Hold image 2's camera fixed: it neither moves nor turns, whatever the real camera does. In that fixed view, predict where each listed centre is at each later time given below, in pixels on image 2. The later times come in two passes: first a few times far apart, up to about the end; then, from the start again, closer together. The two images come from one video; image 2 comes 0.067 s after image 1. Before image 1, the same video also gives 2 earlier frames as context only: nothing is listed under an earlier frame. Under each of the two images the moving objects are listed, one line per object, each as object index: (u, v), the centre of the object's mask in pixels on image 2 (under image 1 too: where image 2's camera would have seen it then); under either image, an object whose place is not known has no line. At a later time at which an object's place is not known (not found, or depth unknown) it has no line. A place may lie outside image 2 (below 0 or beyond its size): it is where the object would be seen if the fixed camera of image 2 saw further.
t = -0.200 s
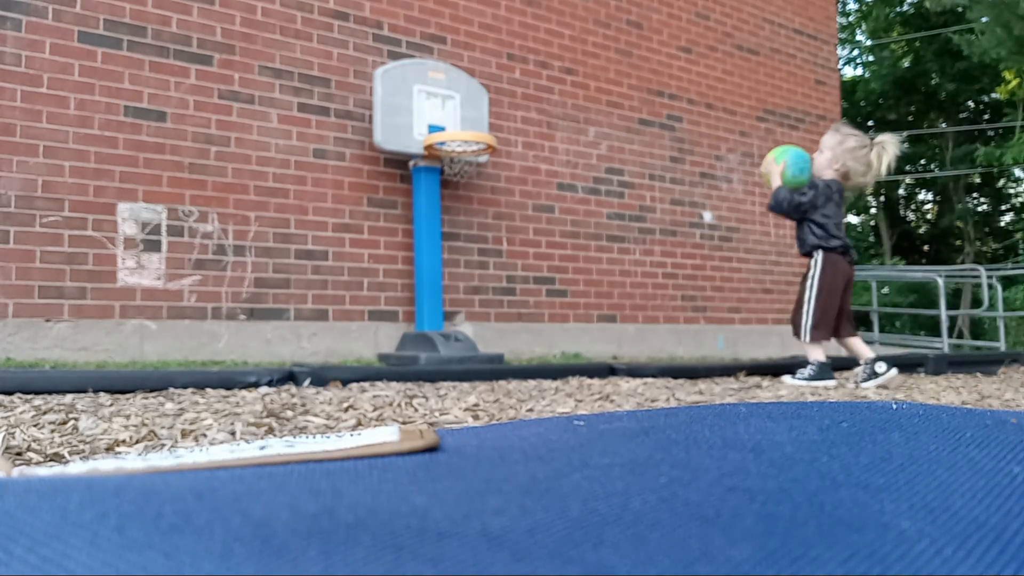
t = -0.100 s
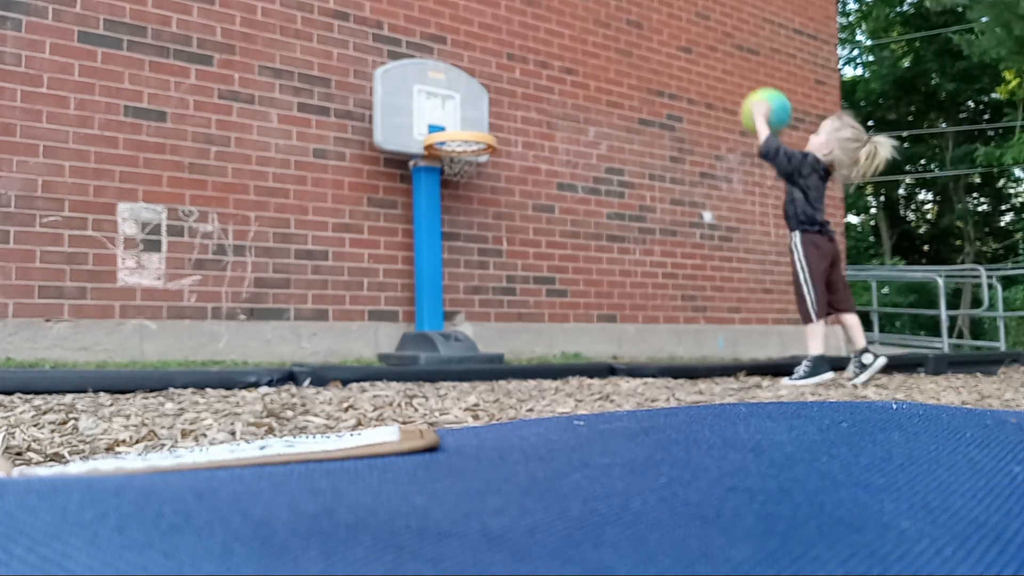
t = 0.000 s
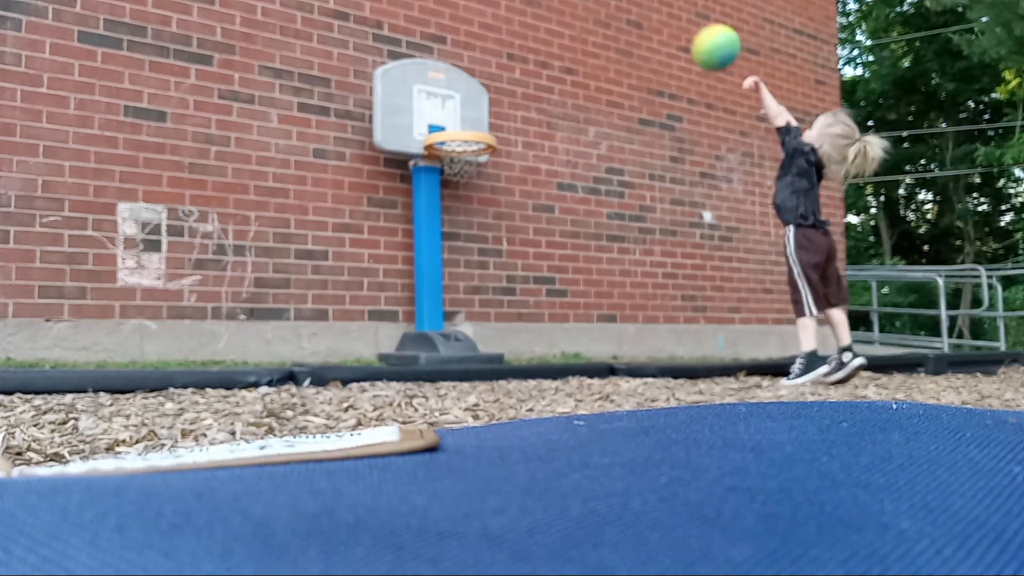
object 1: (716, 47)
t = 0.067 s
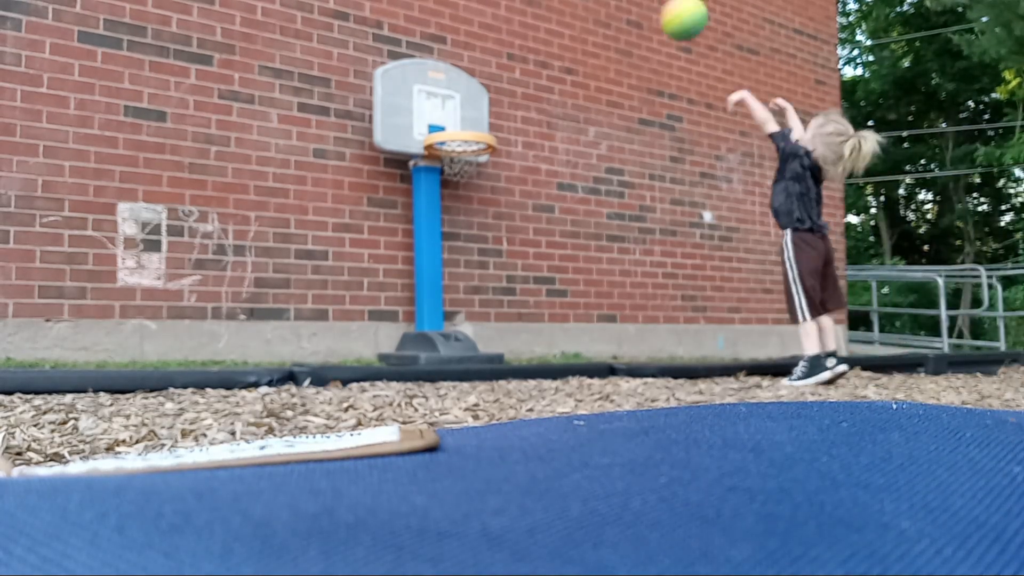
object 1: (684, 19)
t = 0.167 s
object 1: (638, 6)
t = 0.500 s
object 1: (513, 51)
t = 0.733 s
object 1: (443, 122)
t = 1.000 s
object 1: (449, 95)
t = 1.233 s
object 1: (461, 156)
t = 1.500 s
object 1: (452, 280)
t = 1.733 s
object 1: (457, 227)
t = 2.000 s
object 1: (469, 191)
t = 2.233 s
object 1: (483, 274)
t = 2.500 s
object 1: (505, 260)
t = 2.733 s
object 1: (531, 213)
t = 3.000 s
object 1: (562, 312)
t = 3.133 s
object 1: (582, 306)
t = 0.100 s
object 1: (668, 13)
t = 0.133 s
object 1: (653, 9)
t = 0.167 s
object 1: (638, 6)
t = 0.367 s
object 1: (560, 11)
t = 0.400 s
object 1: (548, 16)
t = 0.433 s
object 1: (536, 23)
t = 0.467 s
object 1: (524, 36)
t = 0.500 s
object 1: (513, 51)
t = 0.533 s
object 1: (502, 67)
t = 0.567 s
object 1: (492, 86)
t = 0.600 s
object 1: (482, 106)
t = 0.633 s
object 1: (473, 120)
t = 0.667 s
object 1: (463, 119)
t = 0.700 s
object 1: (453, 119)
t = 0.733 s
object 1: (443, 122)
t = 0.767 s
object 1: (439, 119)
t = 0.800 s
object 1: (438, 115)
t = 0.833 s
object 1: (437, 110)
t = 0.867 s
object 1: (439, 103)
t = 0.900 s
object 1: (442, 97)
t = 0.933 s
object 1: (444, 94)
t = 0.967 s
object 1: (447, 94)
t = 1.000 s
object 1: (449, 95)
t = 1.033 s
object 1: (452, 97)
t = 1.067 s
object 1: (454, 102)
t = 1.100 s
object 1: (456, 109)
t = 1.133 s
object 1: (459, 115)
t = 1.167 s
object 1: (460, 121)
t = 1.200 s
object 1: (462, 151)
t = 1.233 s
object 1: (461, 156)
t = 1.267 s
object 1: (460, 162)
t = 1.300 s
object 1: (459, 174)
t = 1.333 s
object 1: (458, 187)
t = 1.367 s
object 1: (457, 202)
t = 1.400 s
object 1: (455, 219)
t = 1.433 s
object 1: (455, 237)
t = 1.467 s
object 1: (454, 257)
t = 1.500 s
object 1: (452, 280)
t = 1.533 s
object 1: (451, 305)
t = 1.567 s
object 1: (450, 310)
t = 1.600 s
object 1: (452, 290)
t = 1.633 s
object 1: (453, 272)
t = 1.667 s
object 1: (454, 255)
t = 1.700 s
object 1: (456, 240)
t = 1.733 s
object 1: (457, 227)
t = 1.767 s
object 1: (458, 216)
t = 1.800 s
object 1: (460, 206)
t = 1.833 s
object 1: (461, 198)
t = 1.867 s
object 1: (462, 193)
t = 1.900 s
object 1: (464, 189)
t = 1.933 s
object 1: (466, 188)
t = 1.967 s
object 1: (468, 188)
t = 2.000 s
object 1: (469, 191)
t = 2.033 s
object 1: (471, 196)
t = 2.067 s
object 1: (473, 203)
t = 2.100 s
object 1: (475, 212)
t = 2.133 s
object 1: (477, 224)
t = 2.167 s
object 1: (479, 238)
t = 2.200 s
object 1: (481, 254)
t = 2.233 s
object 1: (483, 274)
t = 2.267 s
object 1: (485, 296)
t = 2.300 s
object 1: (487, 322)
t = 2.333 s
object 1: (489, 347)
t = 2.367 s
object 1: (492, 336)
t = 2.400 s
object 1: (496, 314)
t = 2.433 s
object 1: (498, 293)
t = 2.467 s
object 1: (501, 275)
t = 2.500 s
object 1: (505, 260)
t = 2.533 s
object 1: (509, 246)
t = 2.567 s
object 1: (512, 235)
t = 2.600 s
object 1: (516, 226)
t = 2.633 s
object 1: (520, 219)
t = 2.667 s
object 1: (523, 215)
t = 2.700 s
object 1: (527, 213)
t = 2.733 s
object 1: (531, 213)
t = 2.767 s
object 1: (534, 217)
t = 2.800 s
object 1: (538, 222)
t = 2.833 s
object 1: (542, 231)
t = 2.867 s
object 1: (546, 241)
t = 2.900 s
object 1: (550, 255)
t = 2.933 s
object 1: (554, 272)
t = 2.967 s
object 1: (558, 290)
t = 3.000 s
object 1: (562, 312)
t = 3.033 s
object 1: (567, 337)
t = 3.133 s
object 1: (582, 306)
